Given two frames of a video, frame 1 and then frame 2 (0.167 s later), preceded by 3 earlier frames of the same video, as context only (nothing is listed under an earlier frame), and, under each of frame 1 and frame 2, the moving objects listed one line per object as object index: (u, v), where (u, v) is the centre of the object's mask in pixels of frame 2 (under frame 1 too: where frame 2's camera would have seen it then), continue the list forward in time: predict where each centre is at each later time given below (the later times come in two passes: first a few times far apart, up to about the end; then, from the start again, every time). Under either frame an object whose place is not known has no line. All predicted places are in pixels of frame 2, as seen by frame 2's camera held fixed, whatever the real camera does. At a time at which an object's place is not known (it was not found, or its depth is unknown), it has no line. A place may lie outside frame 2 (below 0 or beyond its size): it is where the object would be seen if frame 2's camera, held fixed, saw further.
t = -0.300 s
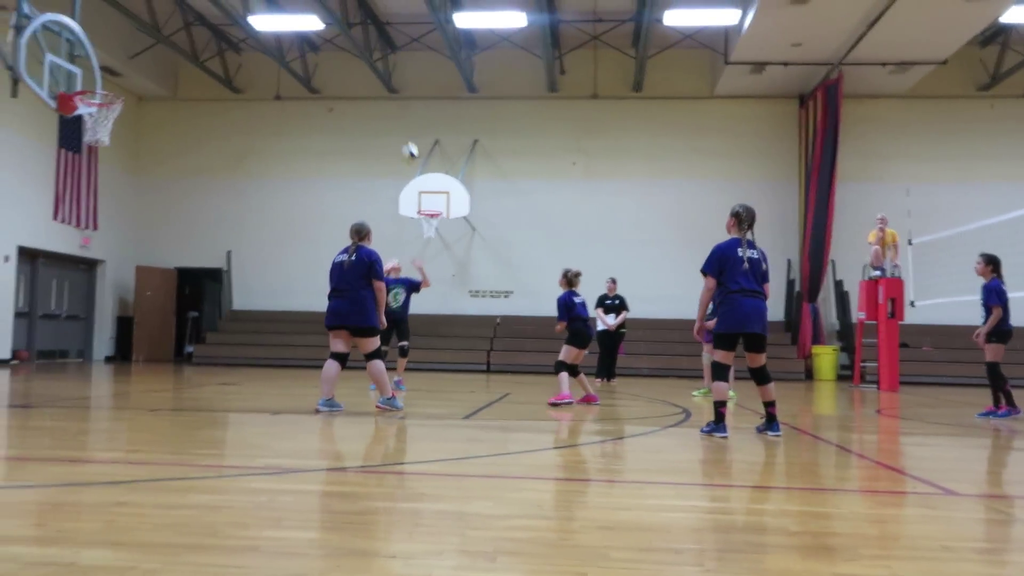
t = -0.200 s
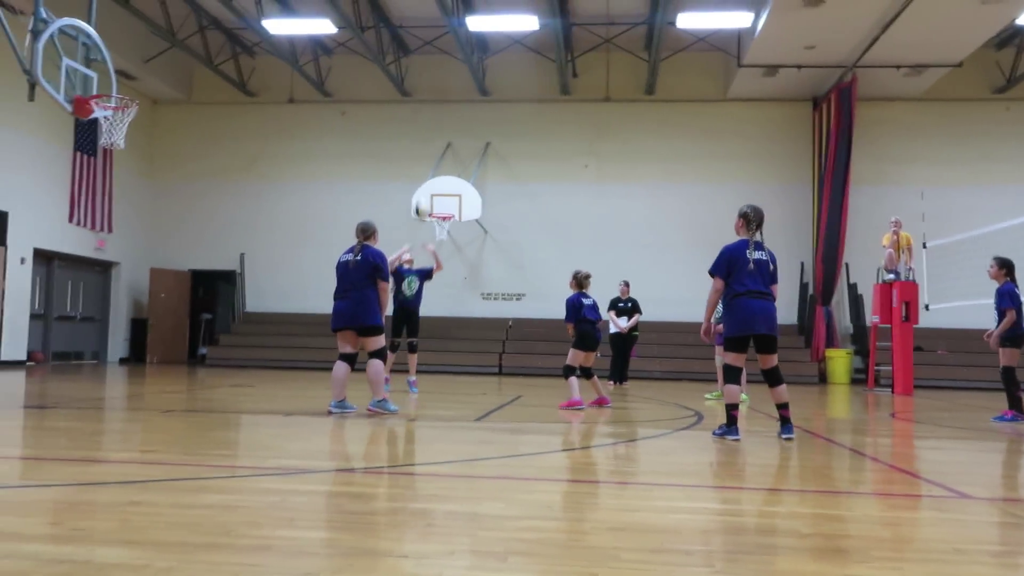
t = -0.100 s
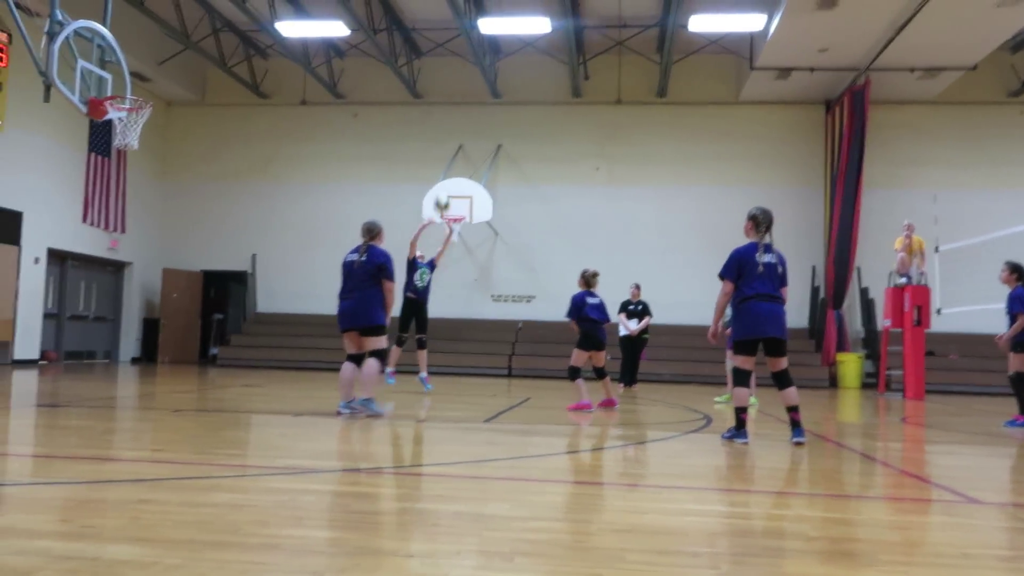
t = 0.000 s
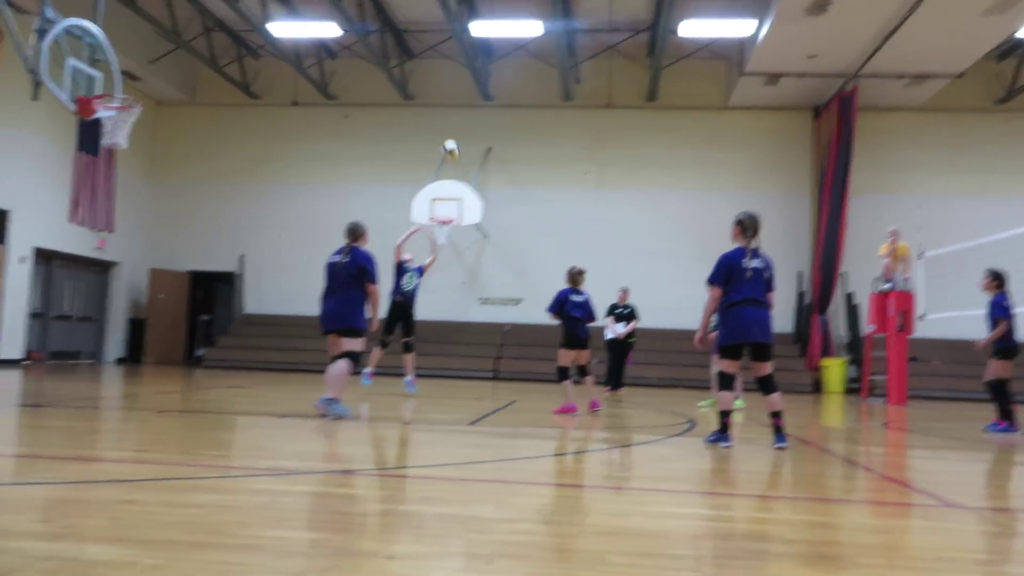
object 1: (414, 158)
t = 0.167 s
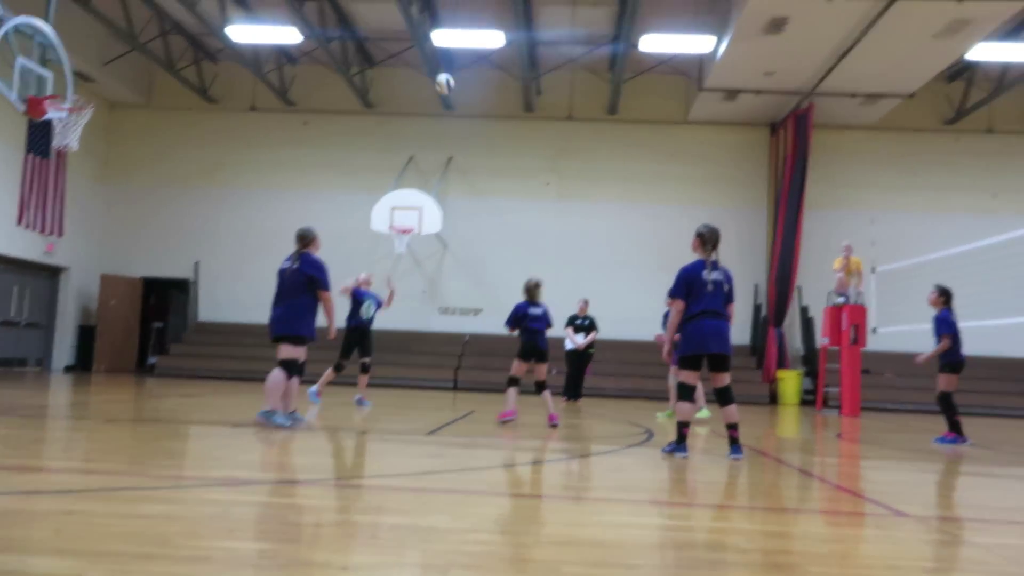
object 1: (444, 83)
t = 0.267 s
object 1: (462, 53)
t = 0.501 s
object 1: (507, -2)
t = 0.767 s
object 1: (559, -3)
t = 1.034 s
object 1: (612, 73)
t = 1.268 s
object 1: (659, 209)
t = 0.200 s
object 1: (450, 71)
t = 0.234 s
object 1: (457, 59)
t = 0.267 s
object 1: (462, 53)
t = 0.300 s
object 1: (470, 38)
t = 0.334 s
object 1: (476, 27)
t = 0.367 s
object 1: (482, 19)
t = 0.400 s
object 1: (488, 14)
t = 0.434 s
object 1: (495, 8)
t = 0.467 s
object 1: (501, 3)
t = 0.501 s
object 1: (507, -2)
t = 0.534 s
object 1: (514, -5)
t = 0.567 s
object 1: (520, -8)
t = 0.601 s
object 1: (526, -9)
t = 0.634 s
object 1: (533, -10)
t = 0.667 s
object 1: (539, -9)
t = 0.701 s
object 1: (546, -8)
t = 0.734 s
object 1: (553, -6)
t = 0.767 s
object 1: (559, -3)
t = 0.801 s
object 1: (566, 2)
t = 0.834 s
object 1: (572, 8)
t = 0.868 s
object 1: (578, 15)
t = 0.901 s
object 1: (586, 26)
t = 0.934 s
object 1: (592, 35)
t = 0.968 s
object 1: (599, 46)
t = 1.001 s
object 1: (605, 59)
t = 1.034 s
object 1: (612, 73)
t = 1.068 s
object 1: (619, 88)
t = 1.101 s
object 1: (625, 104)
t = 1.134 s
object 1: (632, 121)
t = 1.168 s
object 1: (638, 141)
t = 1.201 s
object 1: (645, 161)
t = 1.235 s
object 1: (652, 185)
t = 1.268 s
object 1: (659, 209)
